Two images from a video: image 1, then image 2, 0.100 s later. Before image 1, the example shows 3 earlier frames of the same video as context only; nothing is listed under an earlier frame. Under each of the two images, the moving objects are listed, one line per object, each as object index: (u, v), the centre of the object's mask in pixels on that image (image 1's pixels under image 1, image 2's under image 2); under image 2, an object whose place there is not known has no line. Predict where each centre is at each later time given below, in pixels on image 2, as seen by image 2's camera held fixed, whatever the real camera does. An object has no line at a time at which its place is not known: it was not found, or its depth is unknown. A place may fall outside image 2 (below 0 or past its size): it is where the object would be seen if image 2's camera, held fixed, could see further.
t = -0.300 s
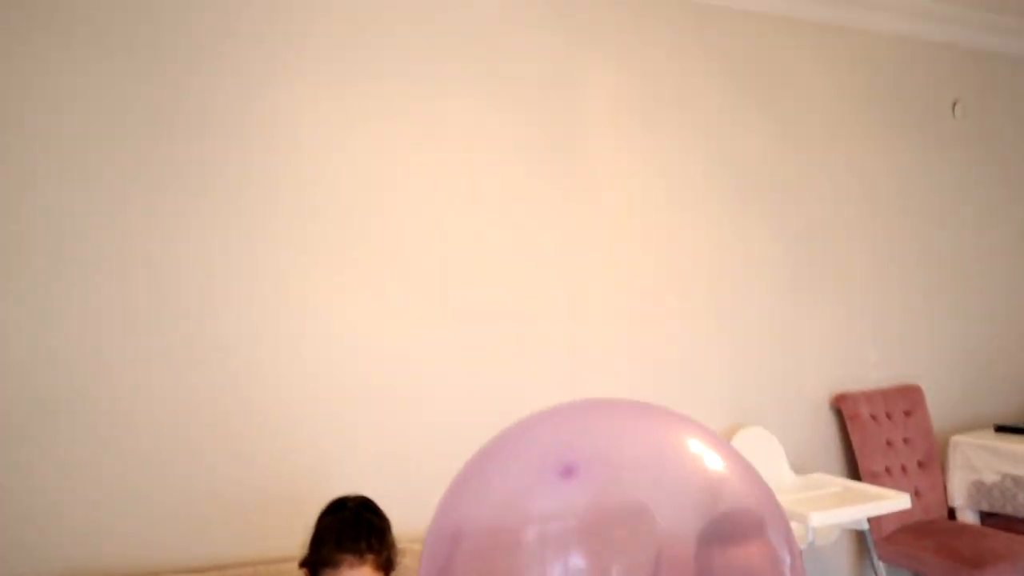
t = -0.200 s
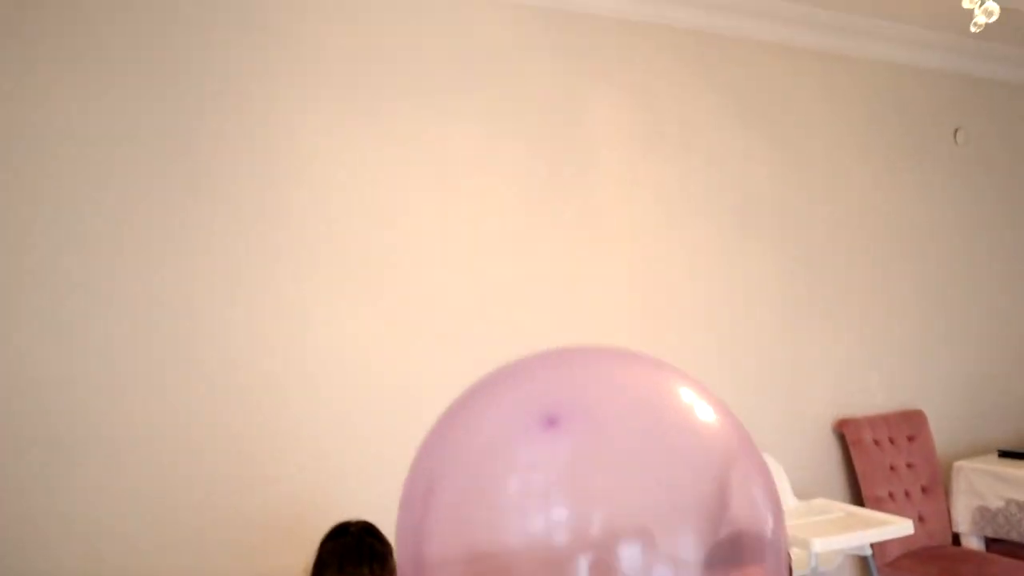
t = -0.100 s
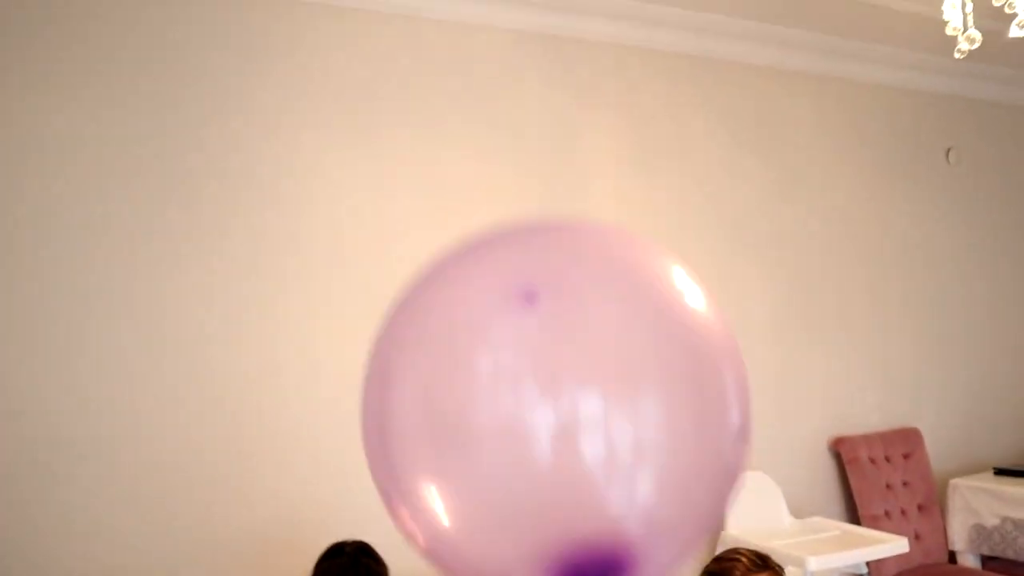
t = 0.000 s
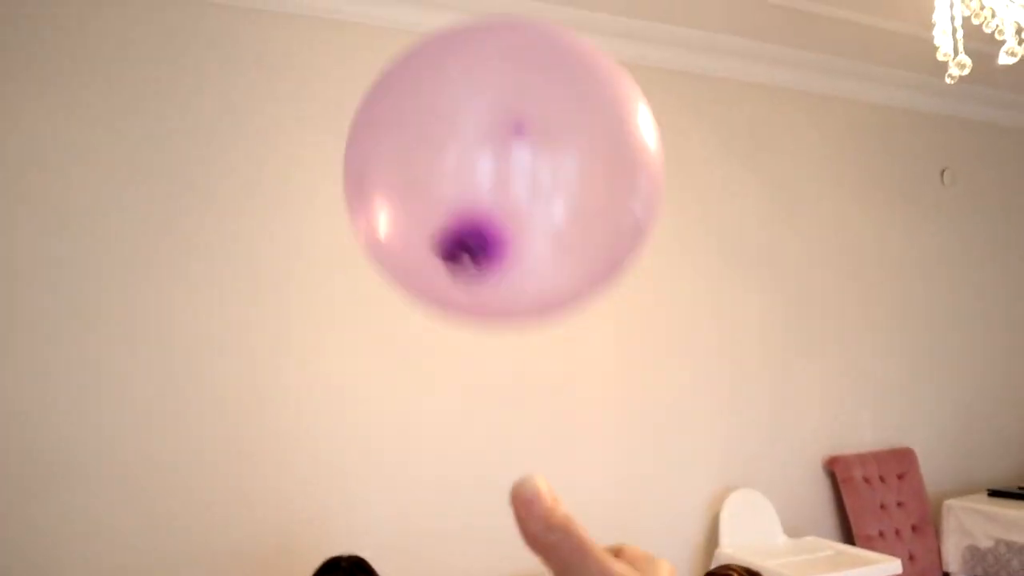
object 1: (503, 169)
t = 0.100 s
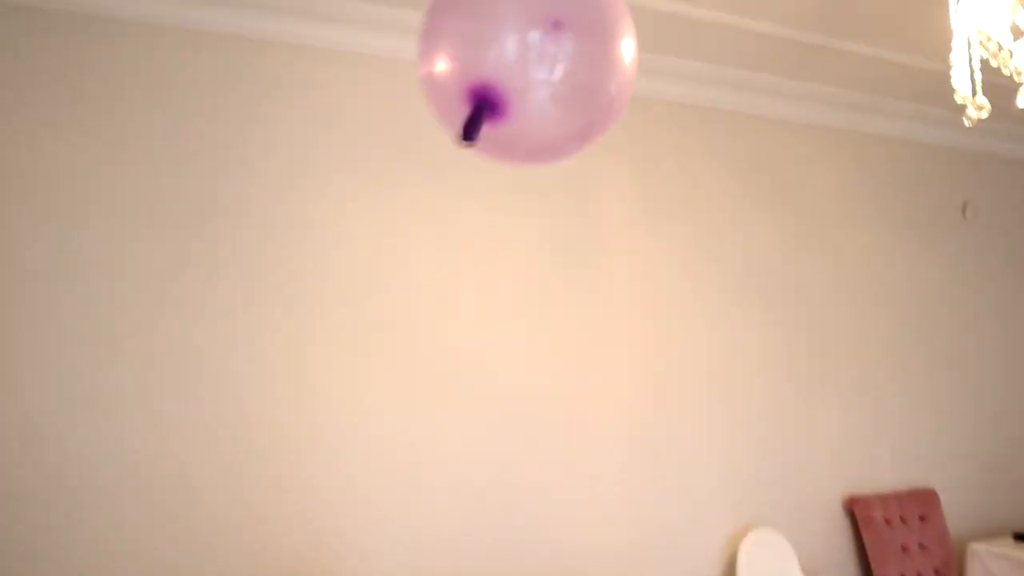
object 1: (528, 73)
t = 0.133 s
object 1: (546, 36)
